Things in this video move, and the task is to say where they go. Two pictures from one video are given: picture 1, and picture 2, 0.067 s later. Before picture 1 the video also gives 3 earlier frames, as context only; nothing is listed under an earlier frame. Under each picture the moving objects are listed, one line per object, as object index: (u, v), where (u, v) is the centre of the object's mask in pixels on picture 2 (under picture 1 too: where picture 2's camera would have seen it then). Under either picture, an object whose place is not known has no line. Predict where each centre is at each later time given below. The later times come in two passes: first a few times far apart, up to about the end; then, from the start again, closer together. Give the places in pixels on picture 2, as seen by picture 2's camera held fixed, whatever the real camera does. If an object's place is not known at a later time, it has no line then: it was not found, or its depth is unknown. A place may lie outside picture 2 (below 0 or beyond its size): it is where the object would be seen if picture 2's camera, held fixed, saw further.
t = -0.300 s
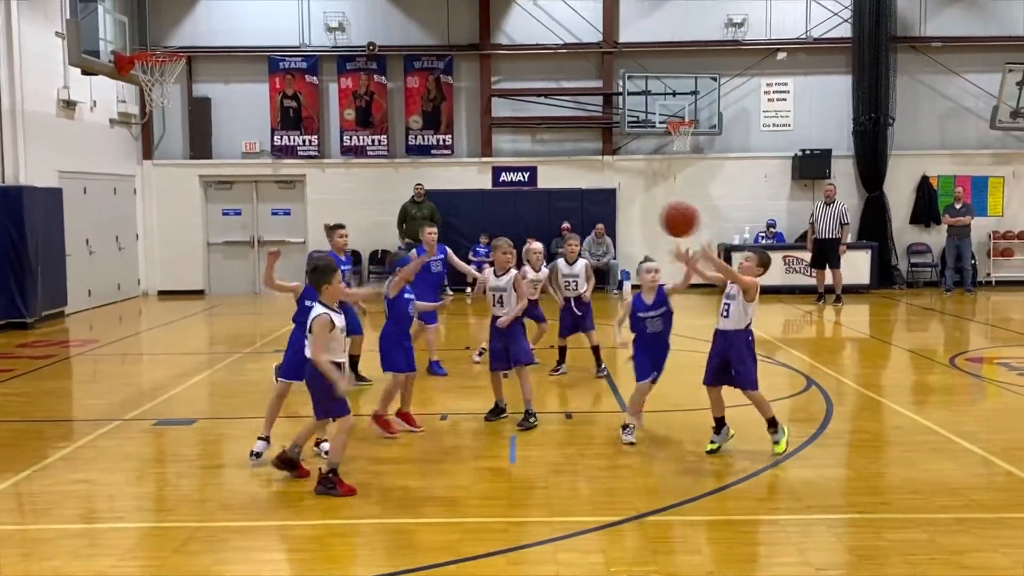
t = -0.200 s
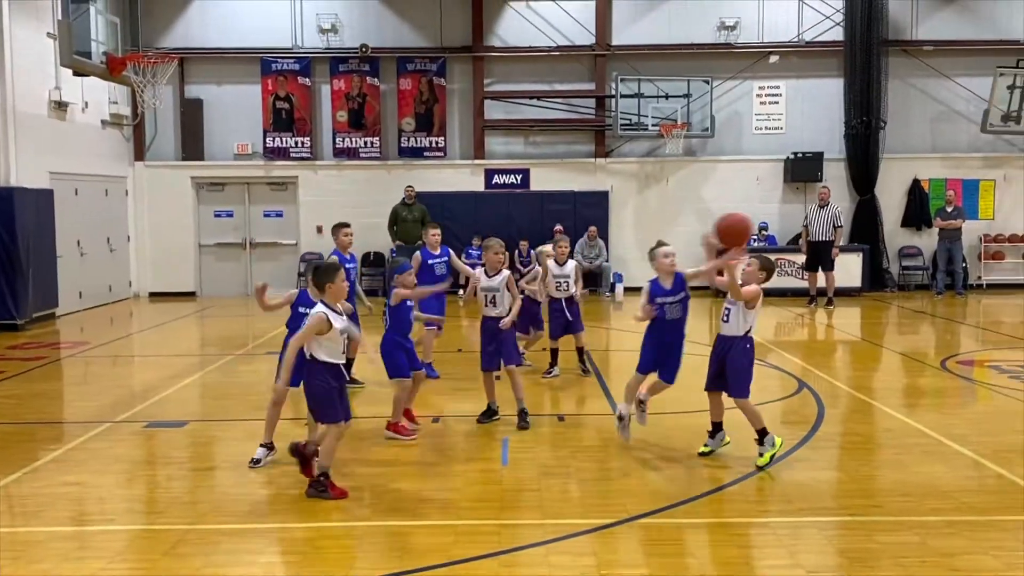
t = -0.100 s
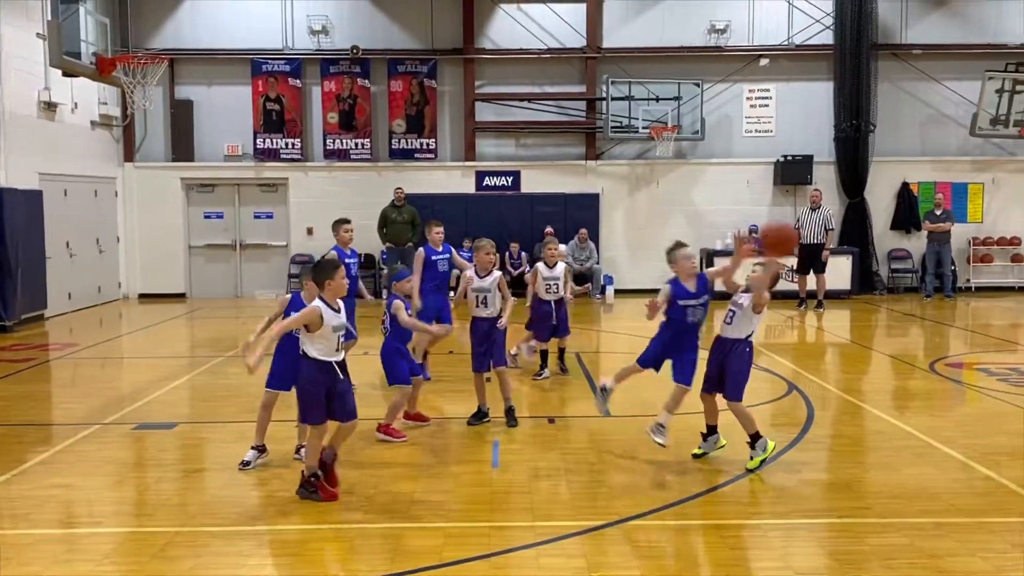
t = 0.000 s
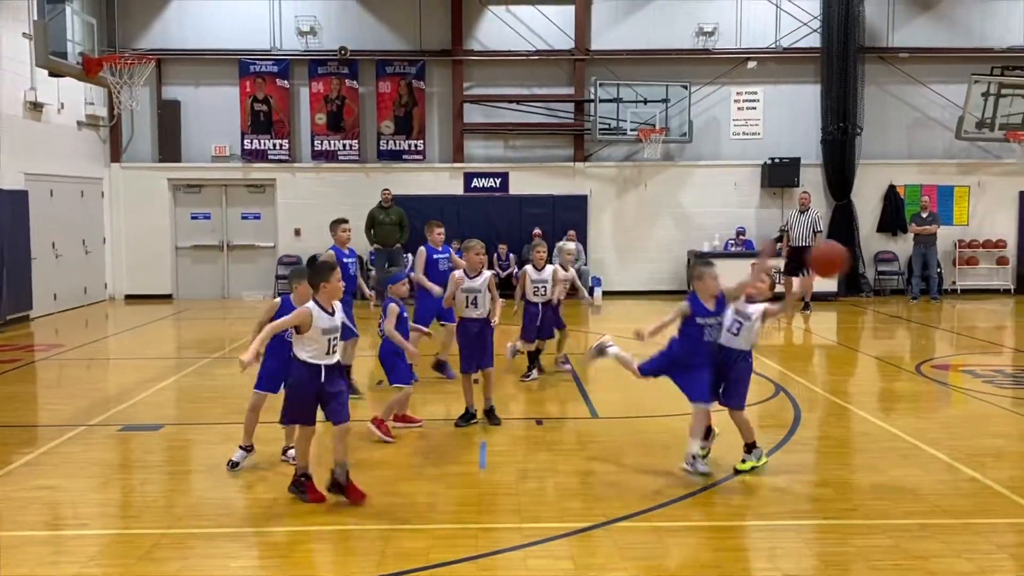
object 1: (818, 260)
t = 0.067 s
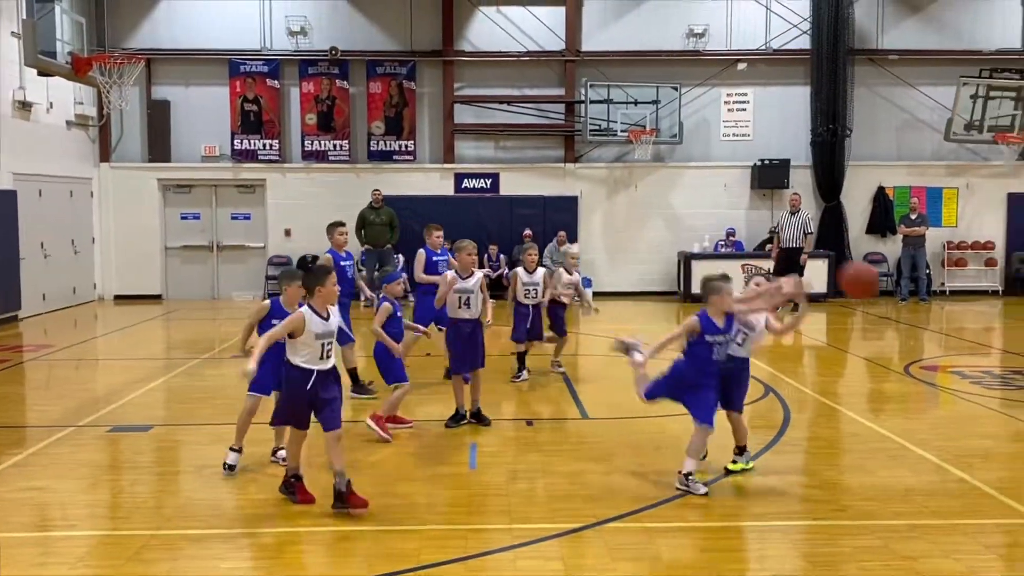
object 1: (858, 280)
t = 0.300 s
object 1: (1006, 410)
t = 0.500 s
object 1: (1097, 404)
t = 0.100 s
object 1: (881, 292)
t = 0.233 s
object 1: (965, 363)
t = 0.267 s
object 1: (986, 385)
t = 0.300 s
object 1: (1006, 410)
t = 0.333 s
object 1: (1027, 435)
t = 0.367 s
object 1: (1047, 462)
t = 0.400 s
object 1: (1059, 459)
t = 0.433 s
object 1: (1071, 440)
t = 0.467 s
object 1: (1083, 421)
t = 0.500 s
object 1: (1097, 404)
